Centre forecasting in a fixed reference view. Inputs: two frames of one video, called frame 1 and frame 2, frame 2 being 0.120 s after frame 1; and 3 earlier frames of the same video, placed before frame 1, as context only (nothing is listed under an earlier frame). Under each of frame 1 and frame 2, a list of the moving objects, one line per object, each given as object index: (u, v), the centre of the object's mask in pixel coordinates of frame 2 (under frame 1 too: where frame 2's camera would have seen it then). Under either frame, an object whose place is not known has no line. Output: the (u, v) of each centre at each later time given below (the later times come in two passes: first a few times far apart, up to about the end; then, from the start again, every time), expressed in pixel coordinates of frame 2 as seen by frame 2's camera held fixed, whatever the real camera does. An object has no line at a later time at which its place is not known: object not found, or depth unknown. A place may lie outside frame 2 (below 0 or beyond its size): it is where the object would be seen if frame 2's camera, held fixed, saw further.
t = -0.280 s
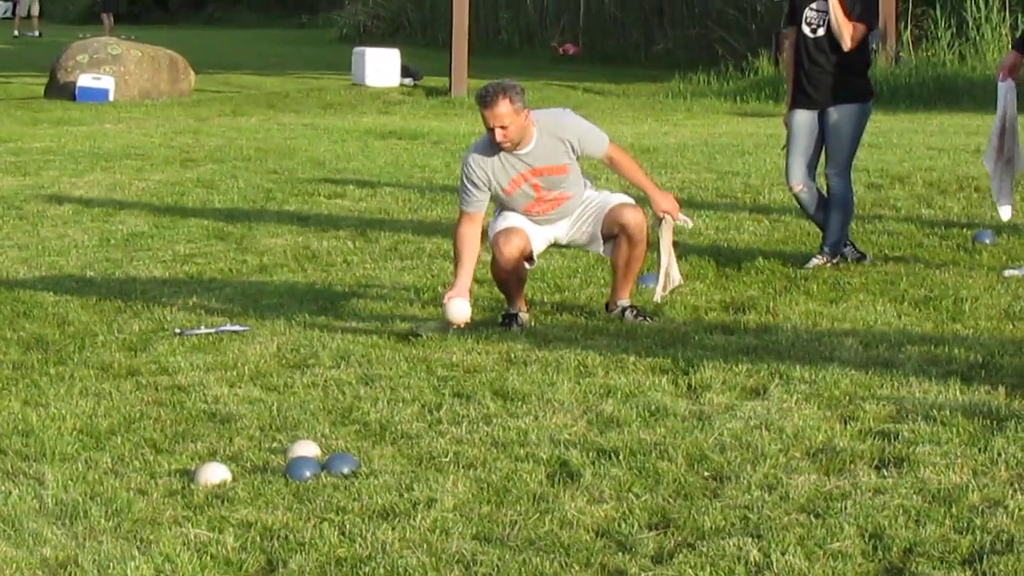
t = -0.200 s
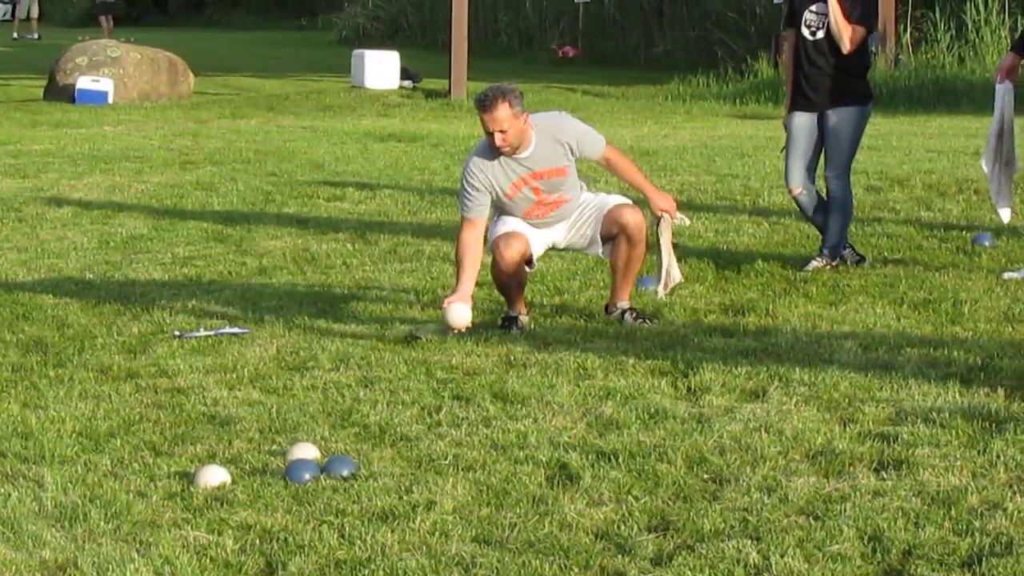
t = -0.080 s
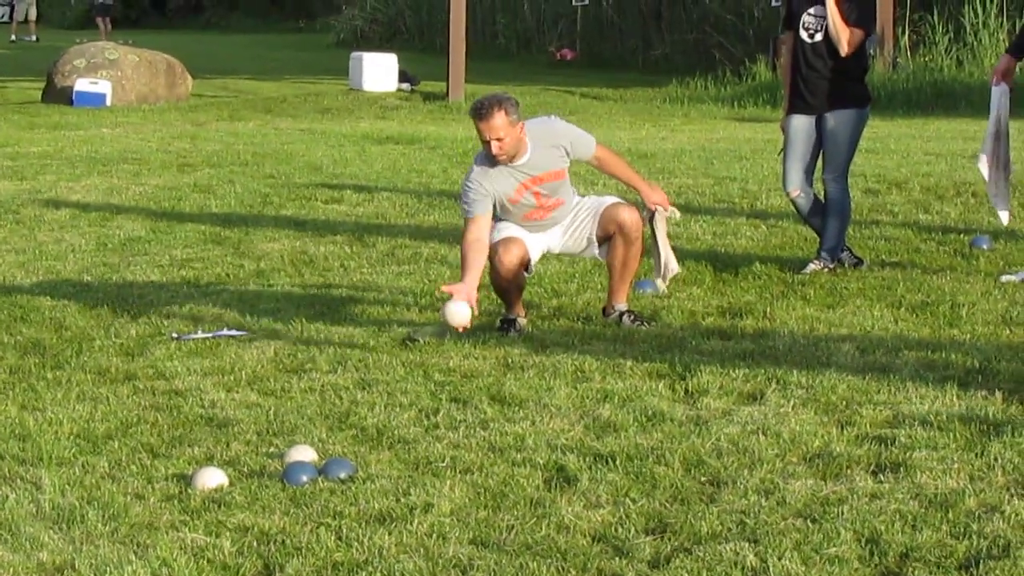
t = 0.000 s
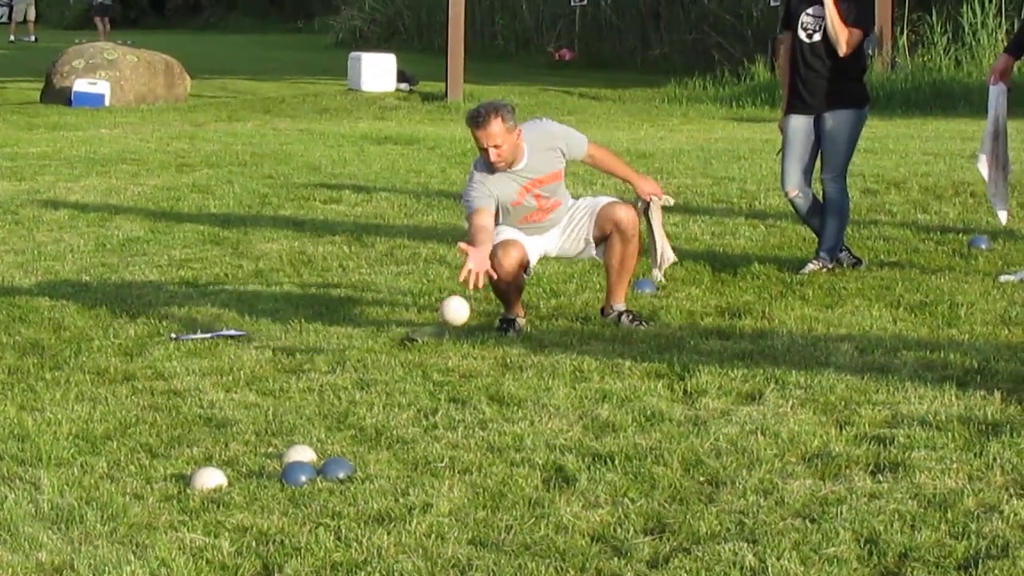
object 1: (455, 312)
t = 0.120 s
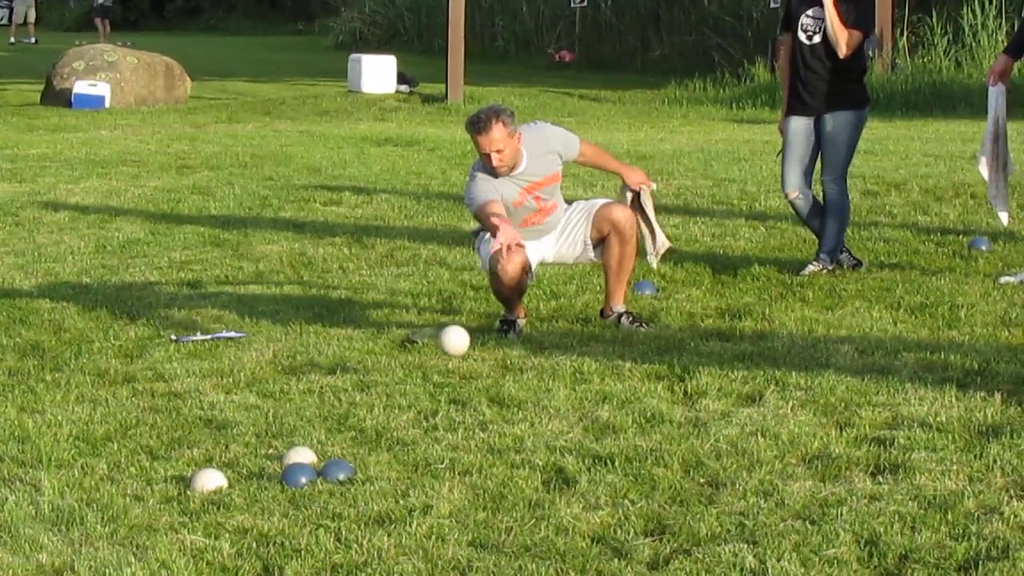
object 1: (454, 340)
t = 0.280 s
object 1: (446, 392)
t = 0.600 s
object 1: (403, 428)
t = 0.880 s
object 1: (361, 455)
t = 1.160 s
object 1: (325, 467)
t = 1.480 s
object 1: (309, 471)
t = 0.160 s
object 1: (454, 360)
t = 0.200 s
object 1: (454, 382)
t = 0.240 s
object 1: (450, 391)
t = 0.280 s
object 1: (446, 392)
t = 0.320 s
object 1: (442, 393)
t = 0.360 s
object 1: (438, 396)
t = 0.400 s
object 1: (431, 406)
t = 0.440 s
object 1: (427, 414)
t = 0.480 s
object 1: (421, 414)
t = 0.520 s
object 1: (416, 416)
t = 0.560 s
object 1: (410, 421)
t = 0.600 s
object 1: (403, 428)
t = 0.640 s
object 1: (396, 432)
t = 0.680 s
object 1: (391, 435)
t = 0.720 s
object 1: (384, 439)
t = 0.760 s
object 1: (377, 444)
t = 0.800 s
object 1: (372, 446)
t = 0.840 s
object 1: (366, 450)
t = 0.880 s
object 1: (361, 455)
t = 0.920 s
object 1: (356, 457)
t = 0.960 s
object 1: (353, 459)
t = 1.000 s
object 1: (349, 459)
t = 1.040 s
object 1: (348, 461)
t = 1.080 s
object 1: (340, 463)
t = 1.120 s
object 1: (332, 465)
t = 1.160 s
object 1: (325, 467)
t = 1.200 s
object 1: (320, 469)
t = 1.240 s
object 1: (317, 470)
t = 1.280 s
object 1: (314, 471)
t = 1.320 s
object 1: (312, 472)
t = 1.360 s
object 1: (310, 472)
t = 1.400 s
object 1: (309, 471)
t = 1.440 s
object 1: (309, 471)
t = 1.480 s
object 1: (309, 471)
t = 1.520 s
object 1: (309, 471)
